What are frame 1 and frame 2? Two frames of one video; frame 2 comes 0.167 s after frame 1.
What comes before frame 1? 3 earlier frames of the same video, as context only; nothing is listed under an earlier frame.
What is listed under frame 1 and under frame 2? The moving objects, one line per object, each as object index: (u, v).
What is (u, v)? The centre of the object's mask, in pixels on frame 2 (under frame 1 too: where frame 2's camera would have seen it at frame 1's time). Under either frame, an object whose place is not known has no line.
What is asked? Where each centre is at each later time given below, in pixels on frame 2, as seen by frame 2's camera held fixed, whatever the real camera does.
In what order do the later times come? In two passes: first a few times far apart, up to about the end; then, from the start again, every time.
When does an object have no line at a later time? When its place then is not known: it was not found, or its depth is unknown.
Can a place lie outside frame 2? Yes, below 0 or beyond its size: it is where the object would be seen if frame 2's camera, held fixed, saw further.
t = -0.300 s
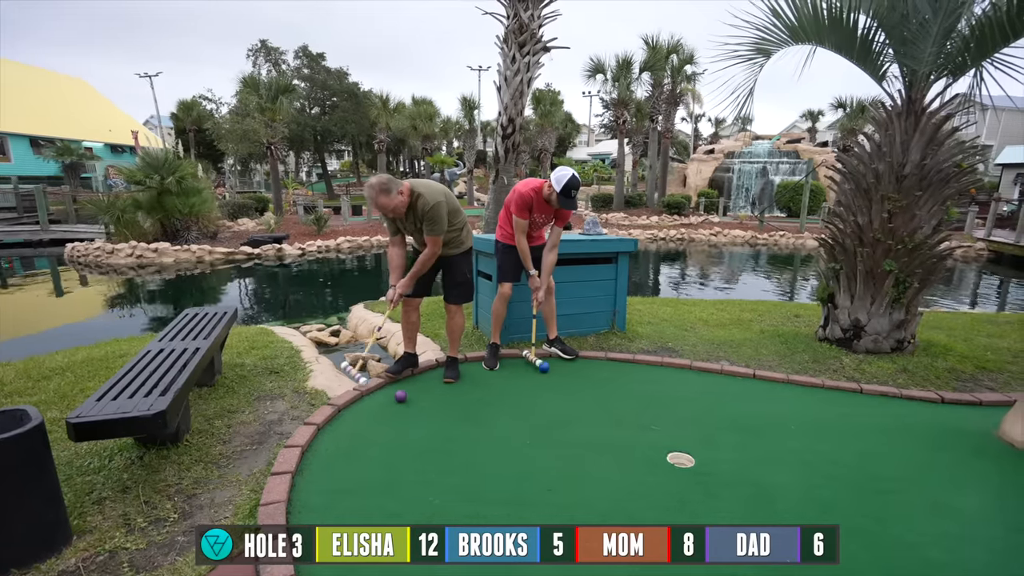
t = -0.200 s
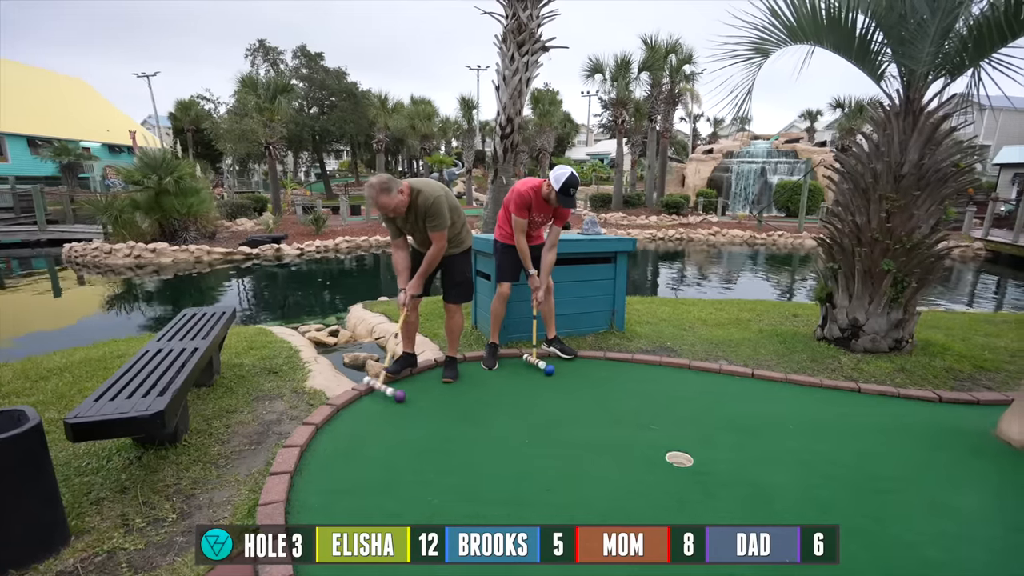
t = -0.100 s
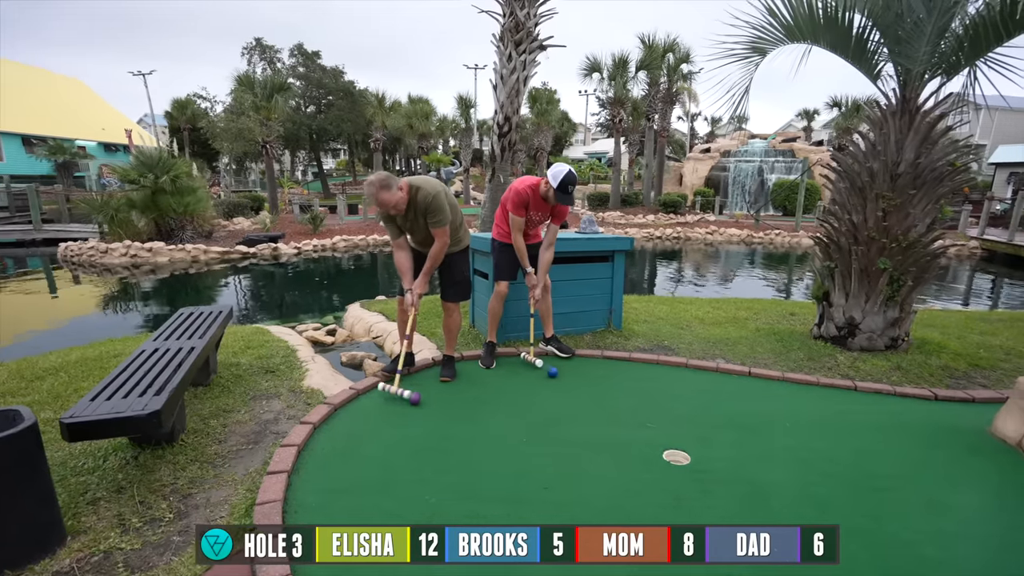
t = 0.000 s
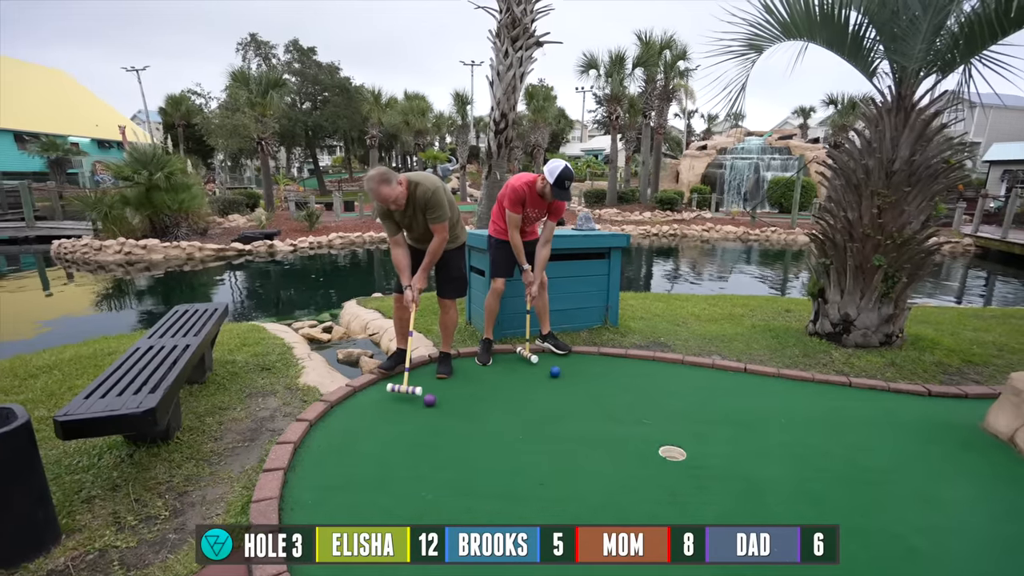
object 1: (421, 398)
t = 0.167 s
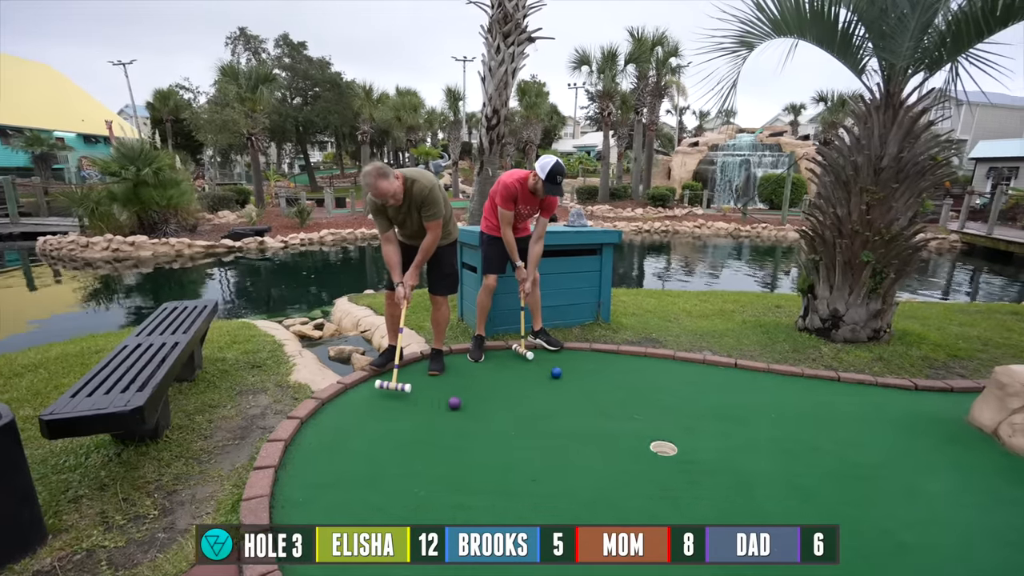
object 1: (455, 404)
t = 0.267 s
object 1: (475, 407)
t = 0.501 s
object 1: (523, 416)
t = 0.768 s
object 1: (577, 424)
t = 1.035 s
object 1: (629, 431)
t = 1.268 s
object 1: (673, 435)
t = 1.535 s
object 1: (716, 442)
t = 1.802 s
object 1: (754, 447)
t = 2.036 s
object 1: (783, 449)
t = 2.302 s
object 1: (809, 449)
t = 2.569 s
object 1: (826, 446)
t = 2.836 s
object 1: (836, 443)
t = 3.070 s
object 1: (839, 440)
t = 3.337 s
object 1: (836, 436)
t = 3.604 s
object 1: (833, 431)
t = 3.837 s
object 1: (825, 427)
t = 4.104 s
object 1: (816, 423)
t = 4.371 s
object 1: (808, 418)
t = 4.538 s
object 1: (801, 416)
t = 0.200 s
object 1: (461, 405)
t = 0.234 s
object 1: (468, 406)
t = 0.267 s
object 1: (475, 407)
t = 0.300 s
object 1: (482, 408)
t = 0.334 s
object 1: (489, 410)
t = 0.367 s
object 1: (496, 411)
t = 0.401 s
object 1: (503, 412)
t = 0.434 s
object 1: (509, 413)
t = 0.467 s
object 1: (516, 415)
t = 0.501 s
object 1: (523, 416)
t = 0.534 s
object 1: (530, 417)
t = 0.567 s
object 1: (536, 418)
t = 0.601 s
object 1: (543, 419)
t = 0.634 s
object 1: (550, 420)
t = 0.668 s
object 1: (556, 421)
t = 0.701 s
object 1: (563, 422)
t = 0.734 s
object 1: (570, 424)
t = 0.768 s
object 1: (577, 424)
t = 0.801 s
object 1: (583, 425)
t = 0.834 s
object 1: (590, 426)
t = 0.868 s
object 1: (597, 427)
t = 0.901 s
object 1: (603, 428)
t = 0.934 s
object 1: (610, 429)
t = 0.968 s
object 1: (616, 429)
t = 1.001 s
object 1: (623, 430)
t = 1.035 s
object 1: (629, 431)
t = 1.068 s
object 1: (636, 431)
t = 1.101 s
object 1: (642, 432)
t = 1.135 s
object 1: (648, 433)
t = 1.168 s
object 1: (654, 433)
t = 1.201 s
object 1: (660, 434)
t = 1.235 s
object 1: (667, 435)
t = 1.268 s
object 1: (673, 435)
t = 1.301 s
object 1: (679, 436)
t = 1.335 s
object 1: (684, 437)
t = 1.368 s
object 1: (690, 438)
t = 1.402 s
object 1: (695, 439)
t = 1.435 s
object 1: (701, 440)
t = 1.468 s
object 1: (706, 440)
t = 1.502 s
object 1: (711, 441)
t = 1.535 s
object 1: (716, 442)
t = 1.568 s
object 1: (721, 443)
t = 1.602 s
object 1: (726, 443)
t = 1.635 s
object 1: (731, 444)
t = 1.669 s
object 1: (736, 444)
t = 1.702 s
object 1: (740, 445)
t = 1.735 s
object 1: (745, 446)
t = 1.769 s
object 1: (750, 446)
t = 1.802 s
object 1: (754, 447)
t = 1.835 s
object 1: (758, 447)
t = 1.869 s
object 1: (762, 448)
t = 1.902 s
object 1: (767, 448)
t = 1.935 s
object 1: (771, 448)
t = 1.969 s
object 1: (775, 449)
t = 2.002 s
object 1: (779, 449)
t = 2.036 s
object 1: (783, 449)
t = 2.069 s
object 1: (786, 449)
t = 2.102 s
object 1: (790, 449)
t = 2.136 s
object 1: (794, 449)
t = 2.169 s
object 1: (797, 449)
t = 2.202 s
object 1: (801, 449)
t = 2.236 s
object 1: (803, 449)
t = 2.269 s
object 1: (807, 449)
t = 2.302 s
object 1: (809, 449)
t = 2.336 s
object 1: (812, 448)
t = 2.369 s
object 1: (814, 448)
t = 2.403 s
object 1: (816, 448)
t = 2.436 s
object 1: (818, 447)
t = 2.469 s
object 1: (820, 447)
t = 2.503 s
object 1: (822, 447)
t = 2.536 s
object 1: (824, 447)
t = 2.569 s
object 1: (826, 446)
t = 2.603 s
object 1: (827, 446)
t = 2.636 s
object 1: (829, 446)
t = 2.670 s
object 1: (830, 445)
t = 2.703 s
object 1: (832, 444)
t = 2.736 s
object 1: (833, 444)
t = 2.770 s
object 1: (834, 444)
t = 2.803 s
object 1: (835, 443)
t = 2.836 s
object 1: (836, 443)
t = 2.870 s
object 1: (837, 443)
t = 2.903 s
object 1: (838, 443)
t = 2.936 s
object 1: (838, 442)
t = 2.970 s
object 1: (838, 442)
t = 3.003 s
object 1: (839, 442)
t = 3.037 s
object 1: (839, 441)
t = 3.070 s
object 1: (839, 440)
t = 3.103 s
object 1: (839, 440)
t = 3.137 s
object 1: (838, 439)
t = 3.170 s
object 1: (838, 439)
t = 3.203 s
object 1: (838, 438)
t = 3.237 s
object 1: (838, 437)
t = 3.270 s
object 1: (837, 436)
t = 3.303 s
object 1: (837, 436)
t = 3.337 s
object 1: (836, 436)
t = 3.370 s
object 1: (836, 435)
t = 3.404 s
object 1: (836, 435)
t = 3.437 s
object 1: (836, 434)
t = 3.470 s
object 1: (835, 433)
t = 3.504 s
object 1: (835, 433)
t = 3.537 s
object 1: (834, 433)
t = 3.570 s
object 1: (833, 432)
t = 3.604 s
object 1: (833, 431)
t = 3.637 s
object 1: (832, 431)
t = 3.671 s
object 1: (831, 430)
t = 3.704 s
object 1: (830, 430)
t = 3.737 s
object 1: (828, 429)
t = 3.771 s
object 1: (827, 428)
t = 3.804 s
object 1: (826, 428)
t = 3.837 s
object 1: (825, 427)
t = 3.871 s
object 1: (824, 426)
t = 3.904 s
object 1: (822, 426)
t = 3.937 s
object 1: (822, 425)
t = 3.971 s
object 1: (821, 424)
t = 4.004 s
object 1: (819, 424)
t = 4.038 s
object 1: (818, 423)
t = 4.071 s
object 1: (817, 424)
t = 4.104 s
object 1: (816, 423)
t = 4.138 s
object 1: (815, 422)
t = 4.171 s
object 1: (814, 421)
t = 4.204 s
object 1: (813, 421)
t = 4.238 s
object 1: (812, 420)
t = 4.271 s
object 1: (811, 420)
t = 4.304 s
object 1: (810, 420)
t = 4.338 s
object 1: (809, 419)
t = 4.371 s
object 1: (808, 418)
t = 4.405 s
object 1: (807, 418)
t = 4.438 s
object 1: (805, 418)
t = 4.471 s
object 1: (804, 417)
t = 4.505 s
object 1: (803, 417)
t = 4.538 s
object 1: (801, 416)
